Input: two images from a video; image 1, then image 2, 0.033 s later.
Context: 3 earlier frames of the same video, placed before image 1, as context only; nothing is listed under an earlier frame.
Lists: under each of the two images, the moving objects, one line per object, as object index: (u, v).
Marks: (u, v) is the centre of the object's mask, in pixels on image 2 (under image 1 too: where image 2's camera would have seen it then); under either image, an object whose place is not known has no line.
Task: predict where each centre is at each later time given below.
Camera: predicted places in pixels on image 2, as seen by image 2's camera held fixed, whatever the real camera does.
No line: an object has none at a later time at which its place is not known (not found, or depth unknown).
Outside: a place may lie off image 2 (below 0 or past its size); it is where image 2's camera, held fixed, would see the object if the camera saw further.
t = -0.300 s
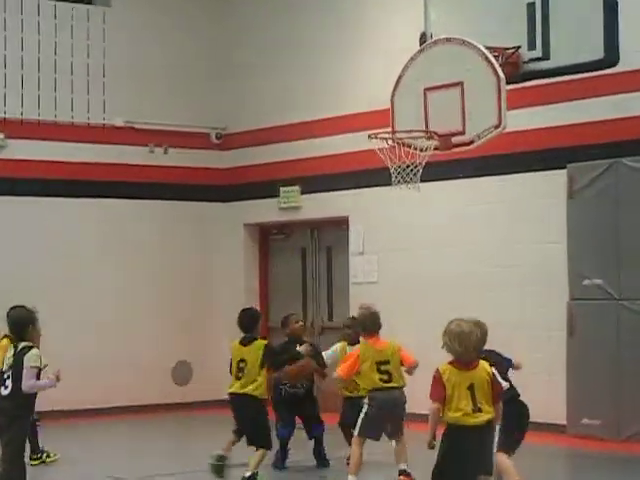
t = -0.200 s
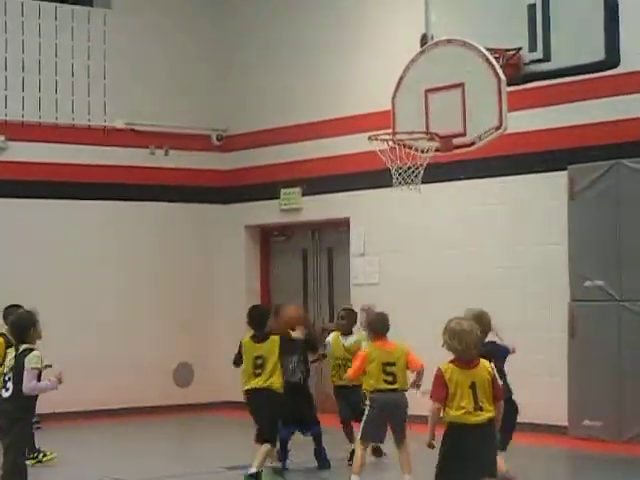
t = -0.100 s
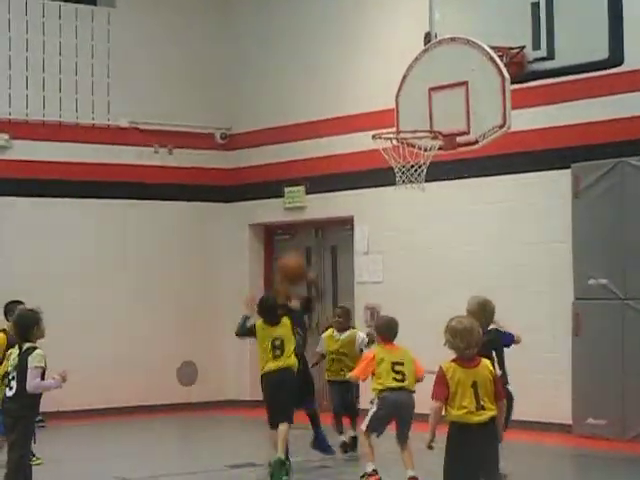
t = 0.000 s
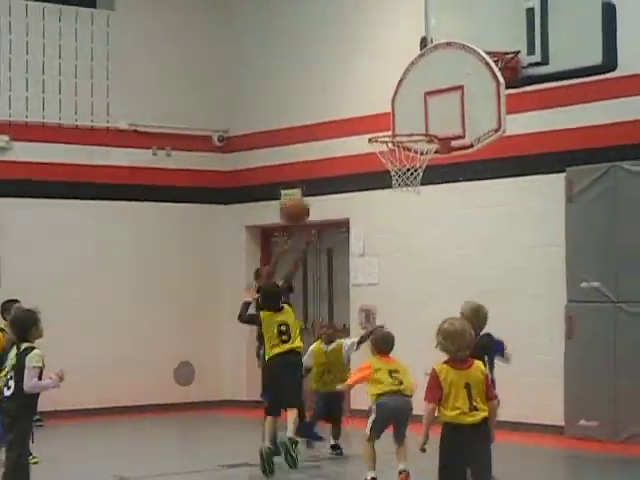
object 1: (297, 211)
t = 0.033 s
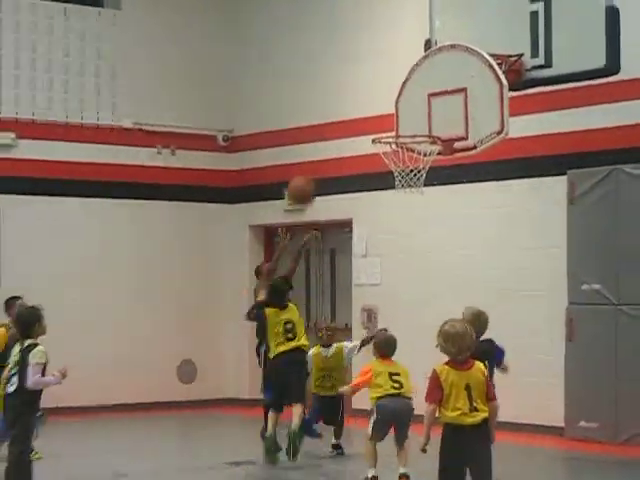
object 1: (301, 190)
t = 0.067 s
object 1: (304, 175)
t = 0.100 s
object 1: (307, 159)
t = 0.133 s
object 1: (311, 144)
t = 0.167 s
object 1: (316, 131)
